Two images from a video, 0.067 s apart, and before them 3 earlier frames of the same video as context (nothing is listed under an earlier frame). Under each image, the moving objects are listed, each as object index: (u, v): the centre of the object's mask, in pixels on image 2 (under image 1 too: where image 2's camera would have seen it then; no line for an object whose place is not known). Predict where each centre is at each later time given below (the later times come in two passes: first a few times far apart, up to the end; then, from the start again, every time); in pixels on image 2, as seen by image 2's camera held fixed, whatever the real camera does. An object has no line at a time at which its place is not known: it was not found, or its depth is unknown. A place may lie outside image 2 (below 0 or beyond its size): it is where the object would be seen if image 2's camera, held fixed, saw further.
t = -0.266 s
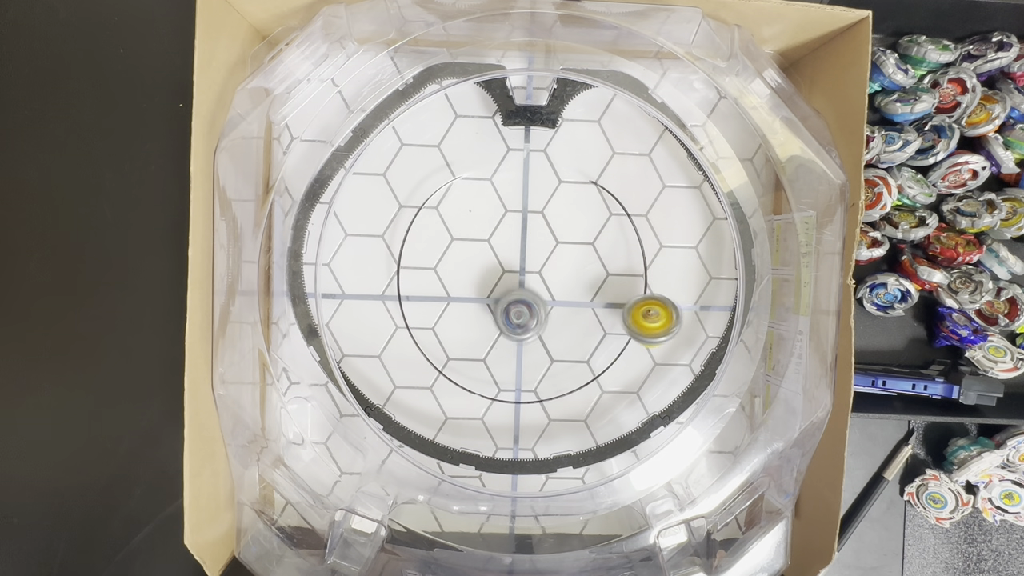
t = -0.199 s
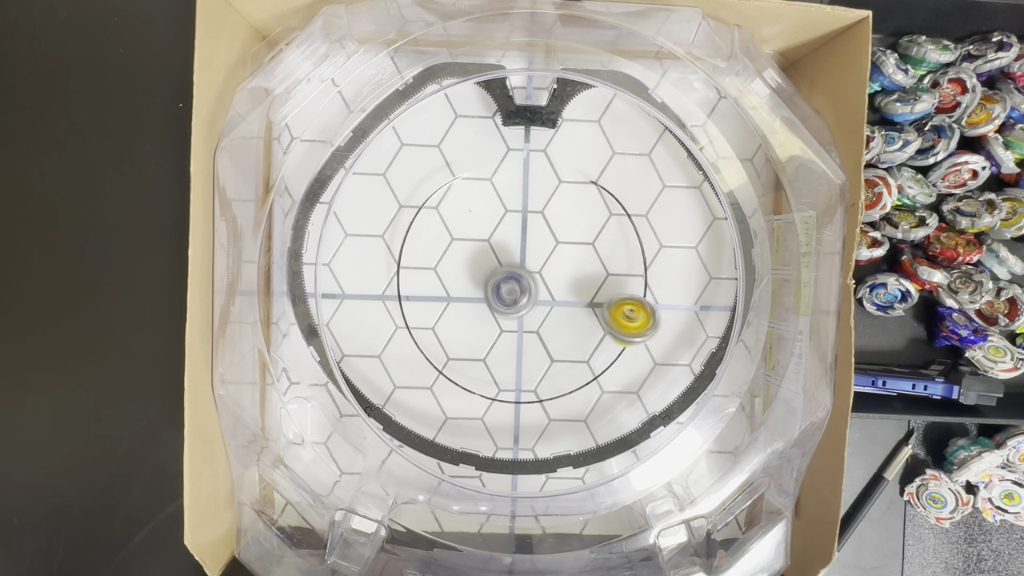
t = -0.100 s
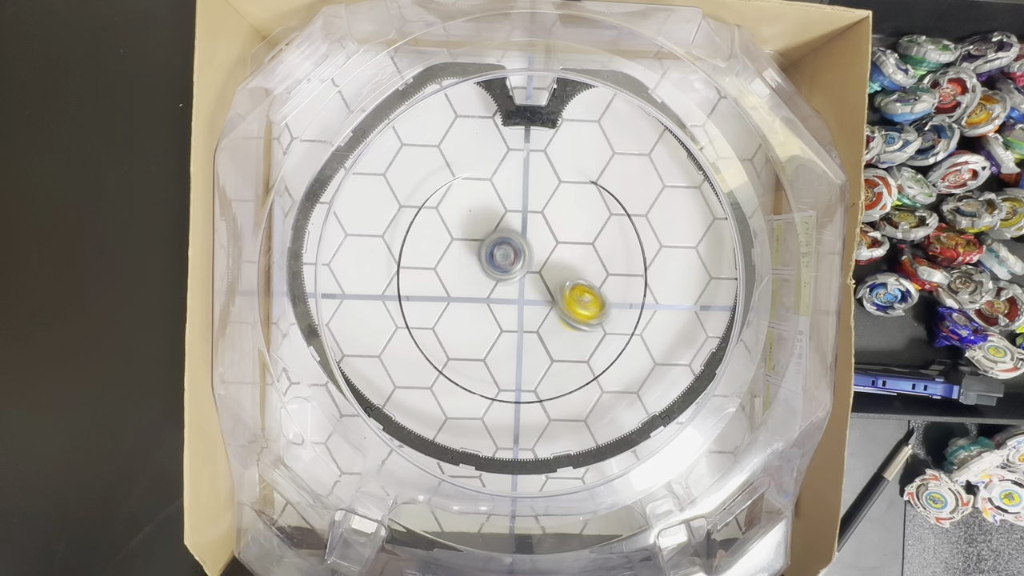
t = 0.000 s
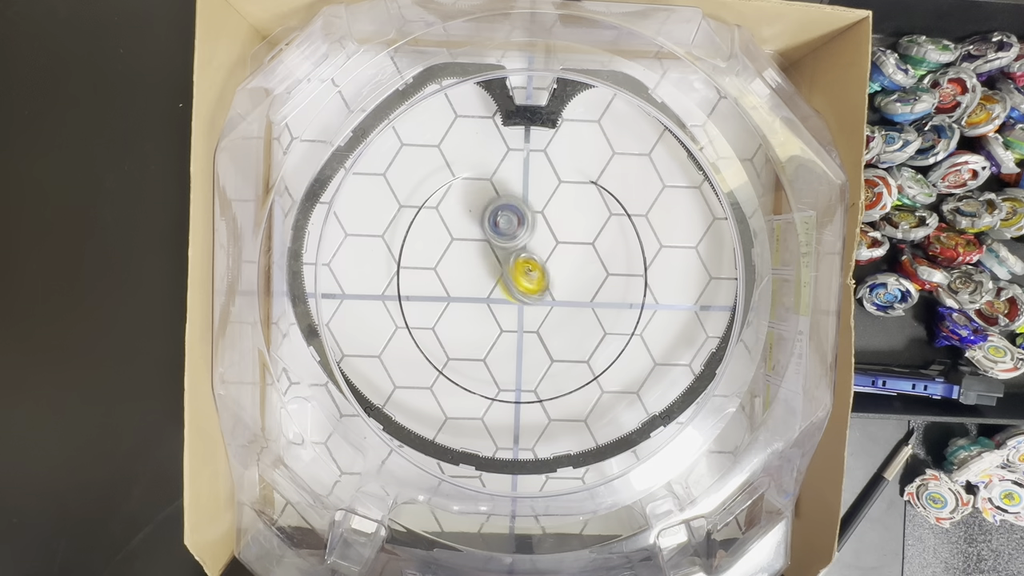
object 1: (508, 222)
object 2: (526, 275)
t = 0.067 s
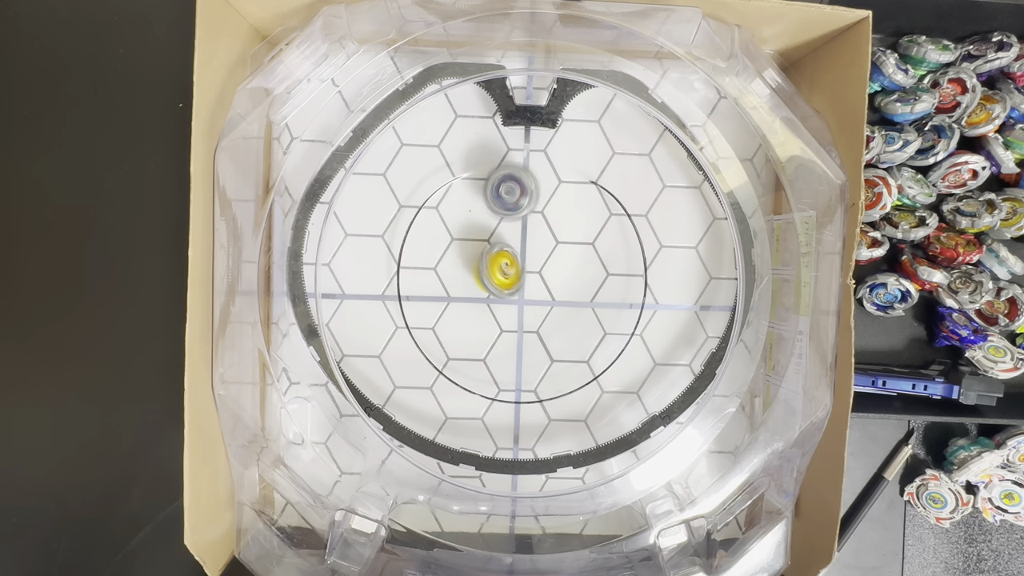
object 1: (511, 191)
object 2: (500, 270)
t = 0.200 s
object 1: (530, 157)
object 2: (486, 257)
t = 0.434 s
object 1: (556, 196)
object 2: (524, 246)
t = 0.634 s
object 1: (555, 250)
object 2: (552, 326)
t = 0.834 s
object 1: (518, 309)
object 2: (535, 361)
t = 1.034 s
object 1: (457, 263)
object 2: (504, 387)
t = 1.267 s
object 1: (450, 204)
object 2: (476, 338)
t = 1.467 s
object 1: (491, 212)
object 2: (458, 268)
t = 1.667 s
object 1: (535, 261)
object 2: (449, 249)
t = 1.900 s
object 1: (580, 297)
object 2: (471, 281)
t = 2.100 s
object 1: (598, 318)
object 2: (475, 304)
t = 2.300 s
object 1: (557, 304)
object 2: (475, 303)
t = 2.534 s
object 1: (516, 272)
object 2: (471, 275)
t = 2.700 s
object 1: (521, 244)
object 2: (465, 266)
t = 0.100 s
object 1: (515, 181)
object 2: (492, 267)
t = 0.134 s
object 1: (519, 172)
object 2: (488, 261)
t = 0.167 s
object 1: (524, 164)
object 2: (485, 258)
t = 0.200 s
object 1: (530, 157)
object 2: (486, 257)
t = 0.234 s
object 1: (535, 153)
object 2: (486, 255)
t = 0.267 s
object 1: (541, 152)
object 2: (490, 253)
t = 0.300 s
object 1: (547, 155)
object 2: (493, 249)
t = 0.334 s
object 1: (551, 162)
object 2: (499, 248)
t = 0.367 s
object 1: (553, 170)
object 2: (506, 246)
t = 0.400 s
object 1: (555, 182)
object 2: (514, 246)
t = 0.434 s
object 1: (556, 196)
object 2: (524, 246)
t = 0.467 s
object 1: (559, 203)
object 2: (528, 256)
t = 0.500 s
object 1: (562, 207)
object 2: (531, 273)
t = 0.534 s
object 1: (563, 216)
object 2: (537, 287)
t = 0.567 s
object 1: (562, 227)
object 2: (541, 301)
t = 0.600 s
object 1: (559, 239)
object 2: (548, 314)
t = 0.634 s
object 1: (555, 250)
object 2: (552, 326)
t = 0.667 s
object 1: (550, 261)
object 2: (553, 338)
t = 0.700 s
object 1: (544, 272)
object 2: (555, 348)
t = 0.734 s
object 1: (538, 281)
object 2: (553, 355)
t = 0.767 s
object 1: (532, 291)
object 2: (550, 360)
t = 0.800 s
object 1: (524, 302)
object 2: (543, 360)
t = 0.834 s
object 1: (518, 309)
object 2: (535, 361)
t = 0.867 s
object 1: (511, 317)
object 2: (529, 359)
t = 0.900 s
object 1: (502, 317)
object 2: (524, 359)
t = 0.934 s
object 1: (494, 315)
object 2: (514, 363)
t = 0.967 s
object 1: (477, 295)
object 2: (513, 377)
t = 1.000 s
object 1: (467, 278)
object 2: (508, 384)
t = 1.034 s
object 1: (457, 263)
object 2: (504, 387)
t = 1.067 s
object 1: (452, 248)
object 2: (500, 385)
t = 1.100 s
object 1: (448, 238)
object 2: (496, 379)
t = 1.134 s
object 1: (447, 229)
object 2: (492, 373)
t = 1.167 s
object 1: (446, 221)
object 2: (487, 366)
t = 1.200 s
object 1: (447, 214)
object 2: (483, 357)
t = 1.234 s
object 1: (448, 209)
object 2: (479, 349)
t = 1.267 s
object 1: (450, 204)
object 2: (476, 338)
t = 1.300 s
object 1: (454, 200)
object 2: (473, 325)
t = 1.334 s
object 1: (460, 196)
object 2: (470, 314)
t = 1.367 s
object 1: (467, 197)
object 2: (467, 301)
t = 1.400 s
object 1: (475, 200)
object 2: (464, 291)
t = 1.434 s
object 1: (484, 207)
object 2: (461, 280)
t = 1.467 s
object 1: (491, 212)
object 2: (458, 268)
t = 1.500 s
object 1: (499, 220)
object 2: (454, 261)
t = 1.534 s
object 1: (507, 229)
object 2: (452, 260)
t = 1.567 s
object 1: (514, 237)
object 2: (449, 251)
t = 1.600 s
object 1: (522, 246)
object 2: (448, 249)
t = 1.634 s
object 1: (528, 254)
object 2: (448, 249)
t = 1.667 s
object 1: (535, 261)
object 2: (449, 249)
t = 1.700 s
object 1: (541, 268)
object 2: (453, 255)
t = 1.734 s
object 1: (548, 274)
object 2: (456, 258)
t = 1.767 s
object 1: (554, 279)
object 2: (459, 261)
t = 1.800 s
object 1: (560, 284)
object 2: (463, 266)
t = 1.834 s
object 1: (567, 289)
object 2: (466, 269)
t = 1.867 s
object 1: (573, 293)
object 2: (469, 274)
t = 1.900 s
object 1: (580, 297)
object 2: (471, 281)
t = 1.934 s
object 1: (586, 300)
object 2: (474, 286)
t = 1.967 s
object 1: (592, 304)
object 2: (475, 291)
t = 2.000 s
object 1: (597, 308)
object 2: (476, 296)
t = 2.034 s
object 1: (599, 312)
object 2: (476, 300)
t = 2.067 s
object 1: (600, 315)
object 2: (475, 303)
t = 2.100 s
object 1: (598, 318)
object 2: (475, 304)
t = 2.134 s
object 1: (594, 319)
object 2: (474, 306)
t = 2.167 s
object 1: (587, 319)
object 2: (474, 306)
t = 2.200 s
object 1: (579, 317)
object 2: (474, 306)
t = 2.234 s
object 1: (572, 314)
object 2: (474, 306)
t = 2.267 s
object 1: (564, 309)
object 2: (475, 305)
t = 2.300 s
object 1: (557, 304)
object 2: (475, 303)
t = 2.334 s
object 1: (549, 298)
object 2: (476, 300)
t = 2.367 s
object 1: (541, 294)
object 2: (477, 297)
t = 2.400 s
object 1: (534, 289)
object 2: (477, 293)
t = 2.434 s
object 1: (526, 285)
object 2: (478, 289)
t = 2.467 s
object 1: (519, 281)
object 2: (479, 285)
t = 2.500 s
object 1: (517, 276)
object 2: (474, 280)
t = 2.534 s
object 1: (516, 272)
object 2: (471, 275)
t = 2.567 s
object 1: (513, 267)
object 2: (467, 271)
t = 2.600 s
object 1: (514, 260)
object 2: (465, 271)
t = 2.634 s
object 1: (516, 254)
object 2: (465, 269)
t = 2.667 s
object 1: (519, 248)
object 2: (465, 267)
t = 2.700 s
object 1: (521, 244)
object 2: (465, 266)
